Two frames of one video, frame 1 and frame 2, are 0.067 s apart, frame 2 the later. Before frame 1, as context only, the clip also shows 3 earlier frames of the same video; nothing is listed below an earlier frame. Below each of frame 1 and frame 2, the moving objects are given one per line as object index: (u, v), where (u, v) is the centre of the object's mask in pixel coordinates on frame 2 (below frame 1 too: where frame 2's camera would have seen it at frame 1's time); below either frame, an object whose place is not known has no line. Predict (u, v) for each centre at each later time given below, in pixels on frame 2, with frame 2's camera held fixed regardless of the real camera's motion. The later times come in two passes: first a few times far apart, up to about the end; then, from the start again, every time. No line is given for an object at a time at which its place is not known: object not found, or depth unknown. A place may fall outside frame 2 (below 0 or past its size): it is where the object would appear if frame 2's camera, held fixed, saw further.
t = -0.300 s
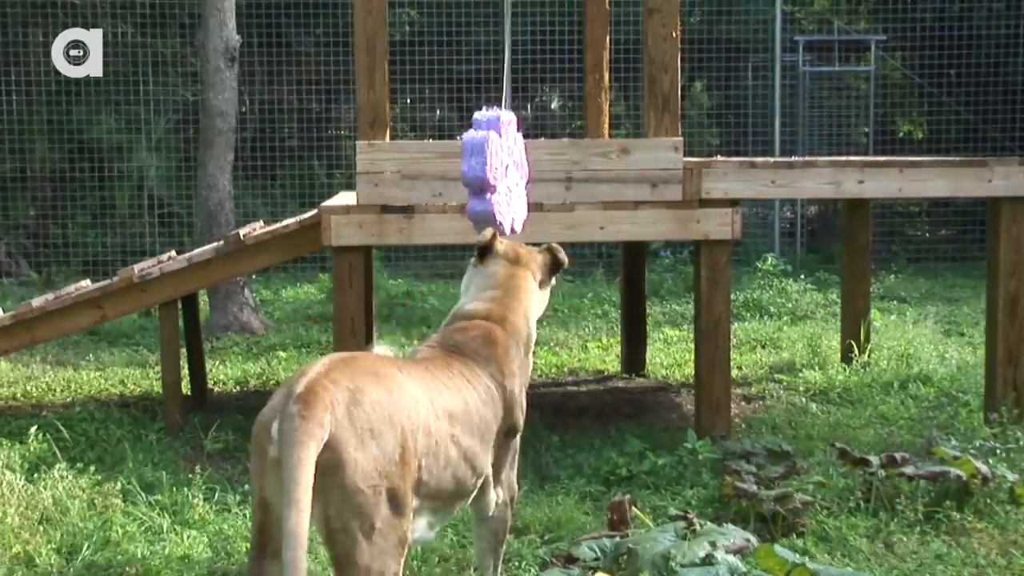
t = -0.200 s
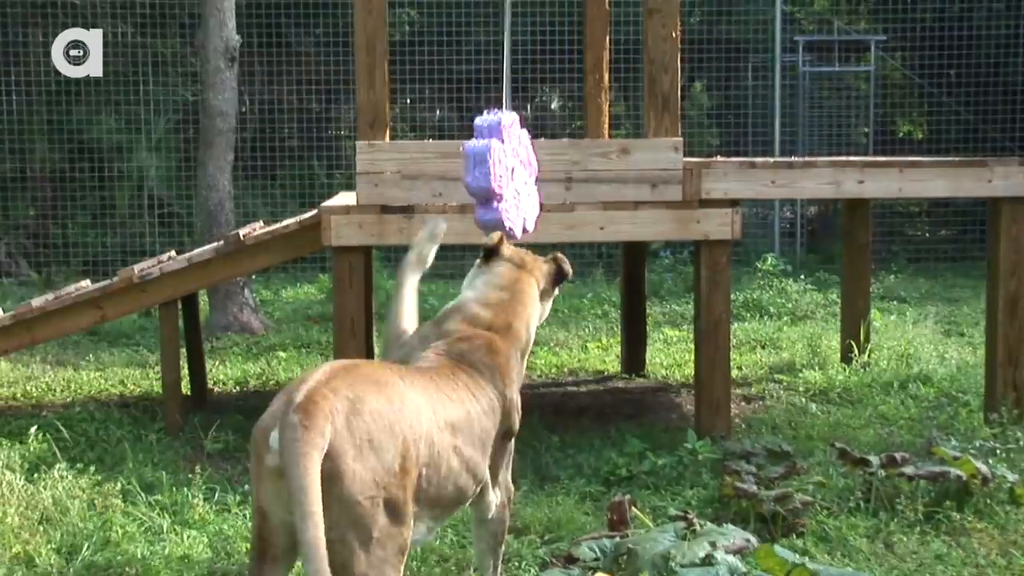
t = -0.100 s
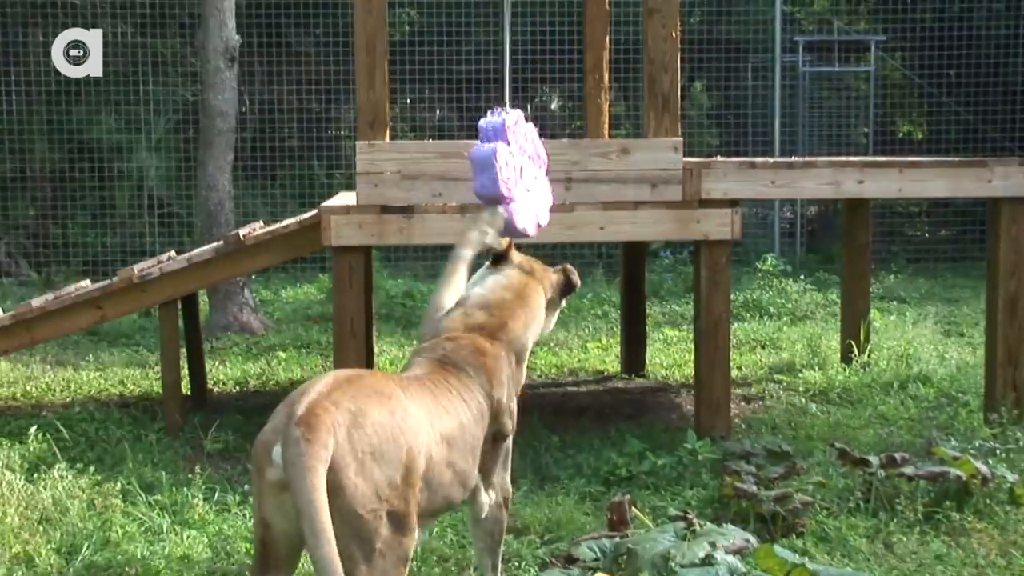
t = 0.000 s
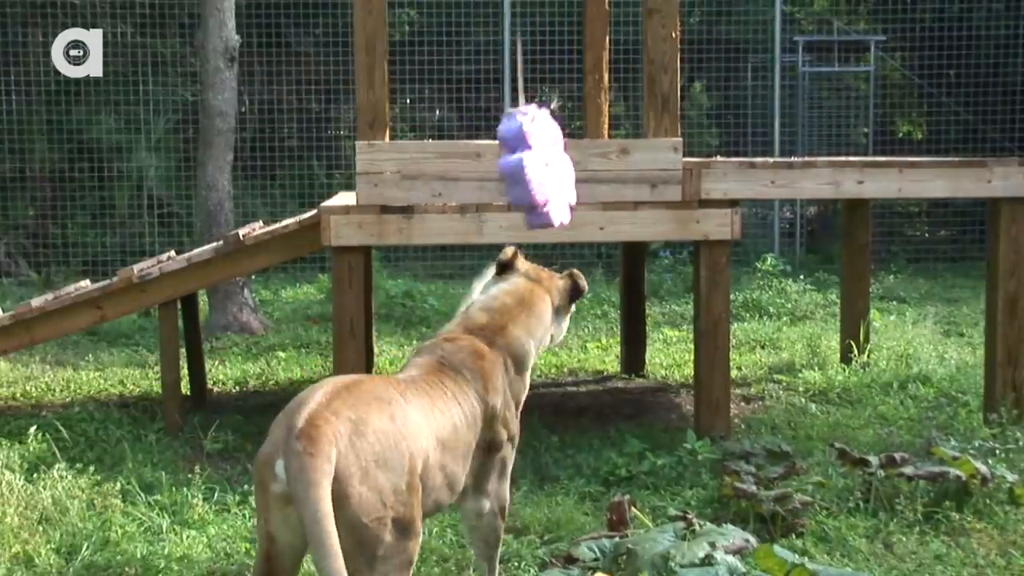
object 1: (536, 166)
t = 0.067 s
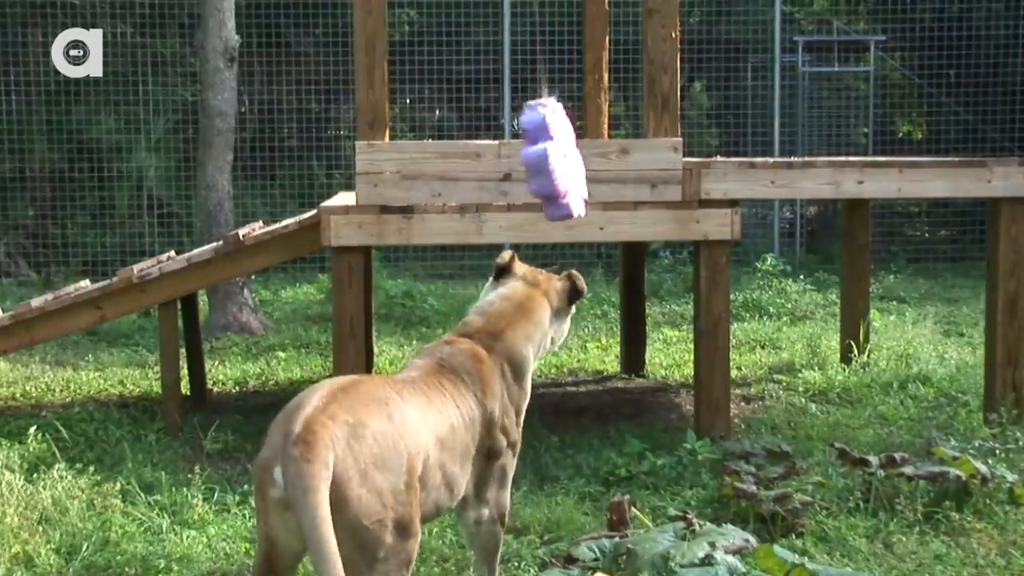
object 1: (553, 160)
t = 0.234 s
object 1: (588, 160)
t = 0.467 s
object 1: (607, 147)
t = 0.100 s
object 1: (561, 160)
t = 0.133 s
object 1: (569, 162)
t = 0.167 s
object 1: (576, 163)
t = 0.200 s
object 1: (583, 163)
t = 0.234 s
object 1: (588, 160)
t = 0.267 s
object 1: (592, 155)
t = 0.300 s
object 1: (595, 149)
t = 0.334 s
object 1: (598, 146)
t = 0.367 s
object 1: (600, 146)
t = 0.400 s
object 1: (603, 147)
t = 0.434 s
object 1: (605, 148)
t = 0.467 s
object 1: (607, 147)
